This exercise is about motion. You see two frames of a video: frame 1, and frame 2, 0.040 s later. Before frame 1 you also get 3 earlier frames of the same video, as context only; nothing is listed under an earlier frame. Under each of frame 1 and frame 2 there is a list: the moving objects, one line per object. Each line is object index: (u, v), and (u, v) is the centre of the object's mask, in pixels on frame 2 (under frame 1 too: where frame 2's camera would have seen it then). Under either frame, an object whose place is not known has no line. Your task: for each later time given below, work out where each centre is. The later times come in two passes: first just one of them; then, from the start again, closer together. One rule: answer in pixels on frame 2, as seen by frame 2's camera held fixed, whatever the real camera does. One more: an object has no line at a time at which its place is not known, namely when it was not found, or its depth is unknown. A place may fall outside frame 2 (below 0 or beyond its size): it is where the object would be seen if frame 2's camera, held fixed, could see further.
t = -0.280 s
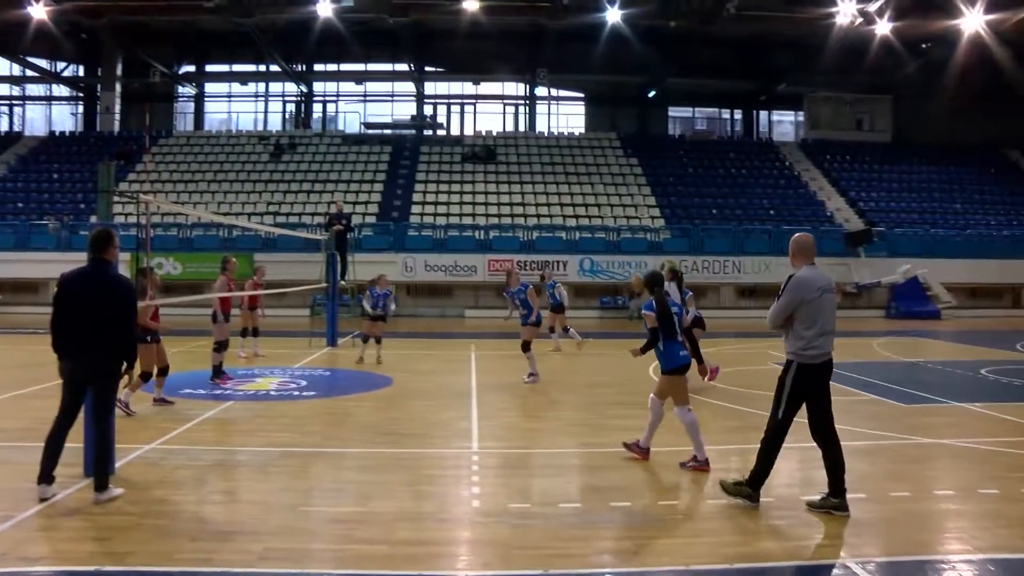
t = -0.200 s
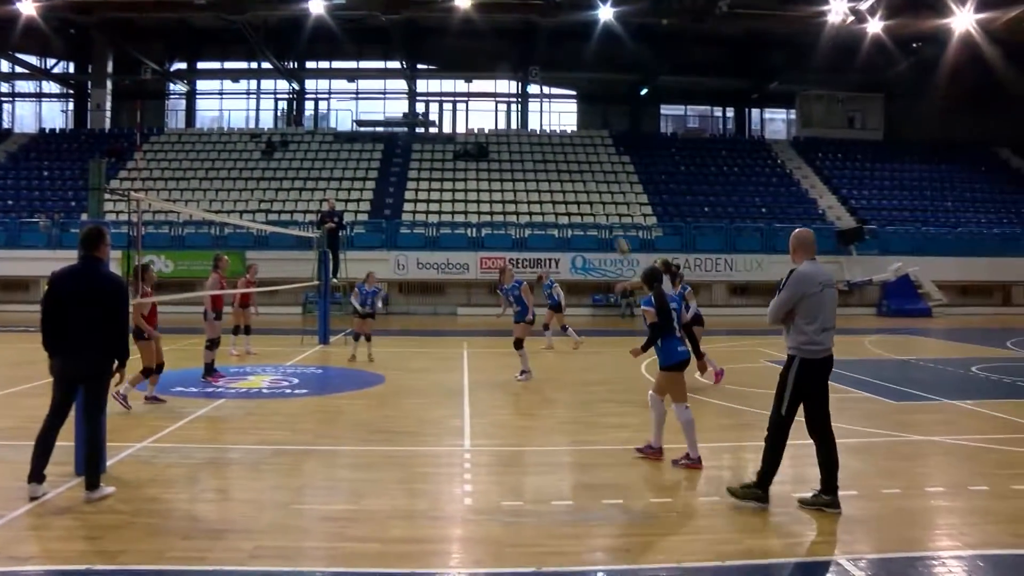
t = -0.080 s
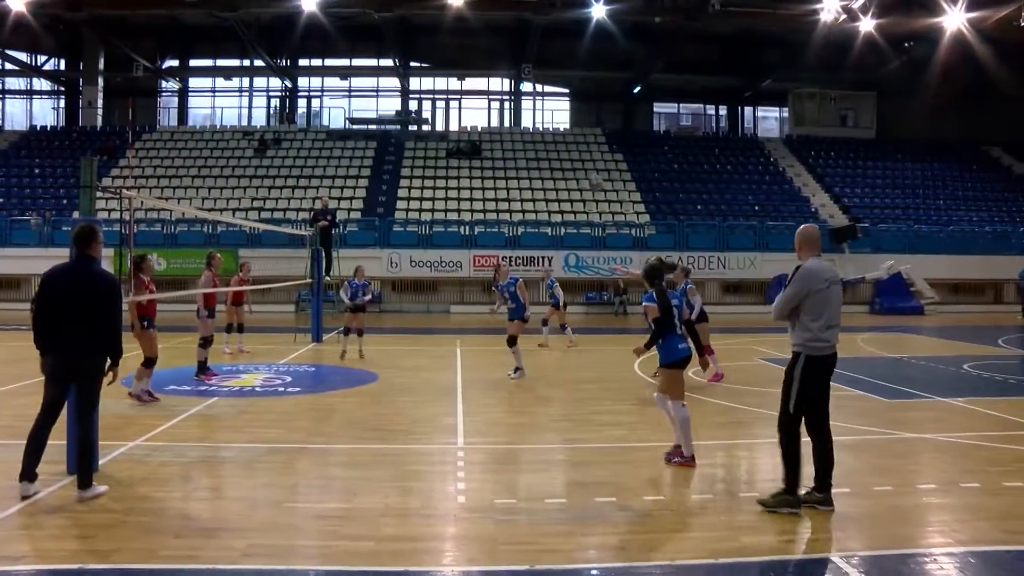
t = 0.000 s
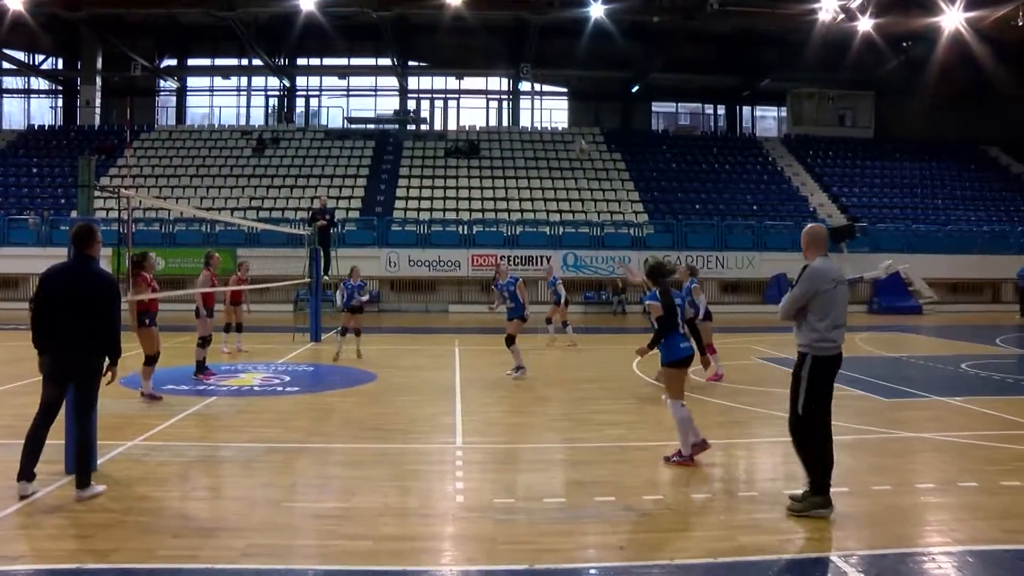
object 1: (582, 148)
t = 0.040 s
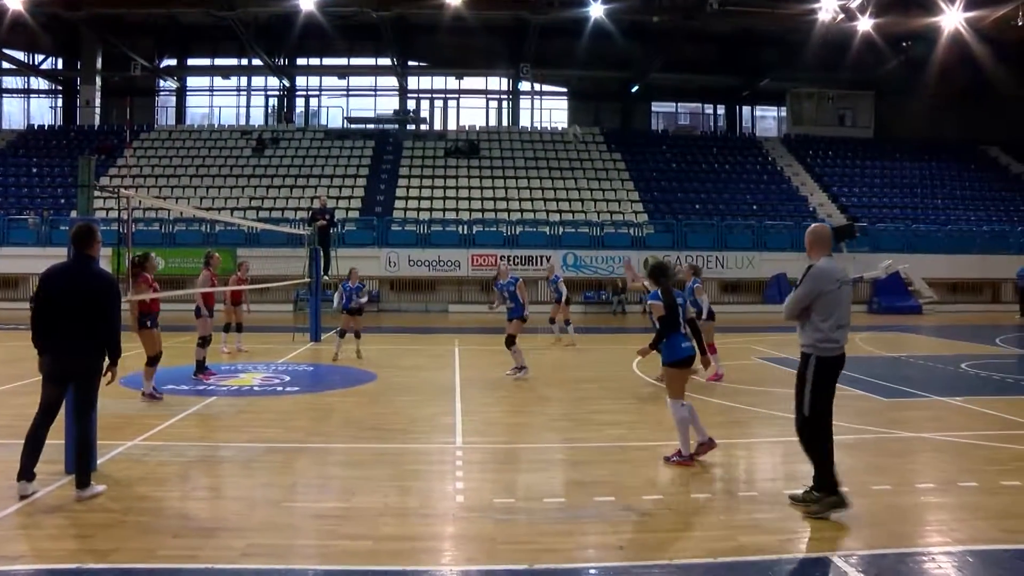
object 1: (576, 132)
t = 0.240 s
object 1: (544, 77)
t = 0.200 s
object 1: (550, 85)
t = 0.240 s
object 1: (544, 77)
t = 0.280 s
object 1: (539, 70)
